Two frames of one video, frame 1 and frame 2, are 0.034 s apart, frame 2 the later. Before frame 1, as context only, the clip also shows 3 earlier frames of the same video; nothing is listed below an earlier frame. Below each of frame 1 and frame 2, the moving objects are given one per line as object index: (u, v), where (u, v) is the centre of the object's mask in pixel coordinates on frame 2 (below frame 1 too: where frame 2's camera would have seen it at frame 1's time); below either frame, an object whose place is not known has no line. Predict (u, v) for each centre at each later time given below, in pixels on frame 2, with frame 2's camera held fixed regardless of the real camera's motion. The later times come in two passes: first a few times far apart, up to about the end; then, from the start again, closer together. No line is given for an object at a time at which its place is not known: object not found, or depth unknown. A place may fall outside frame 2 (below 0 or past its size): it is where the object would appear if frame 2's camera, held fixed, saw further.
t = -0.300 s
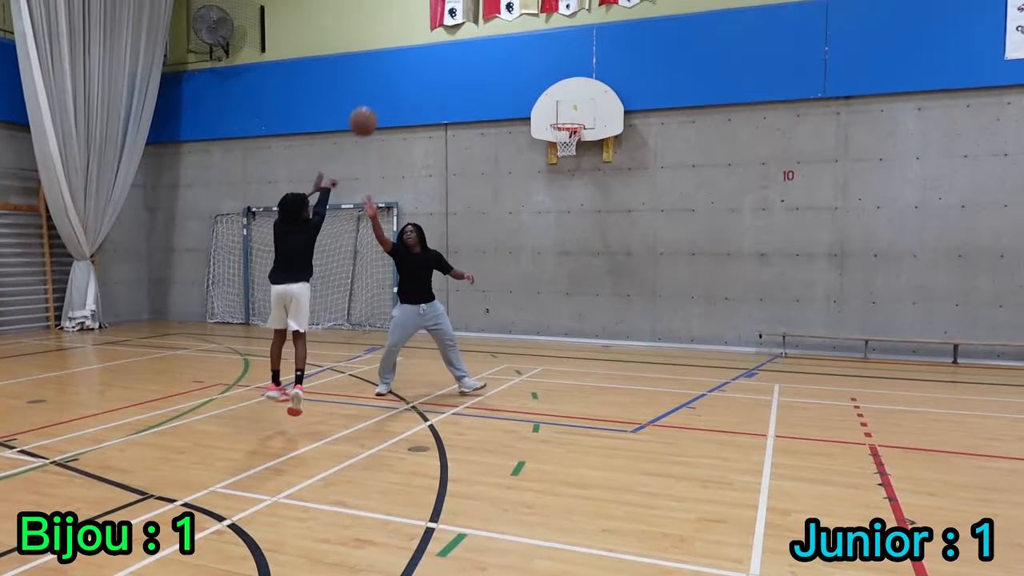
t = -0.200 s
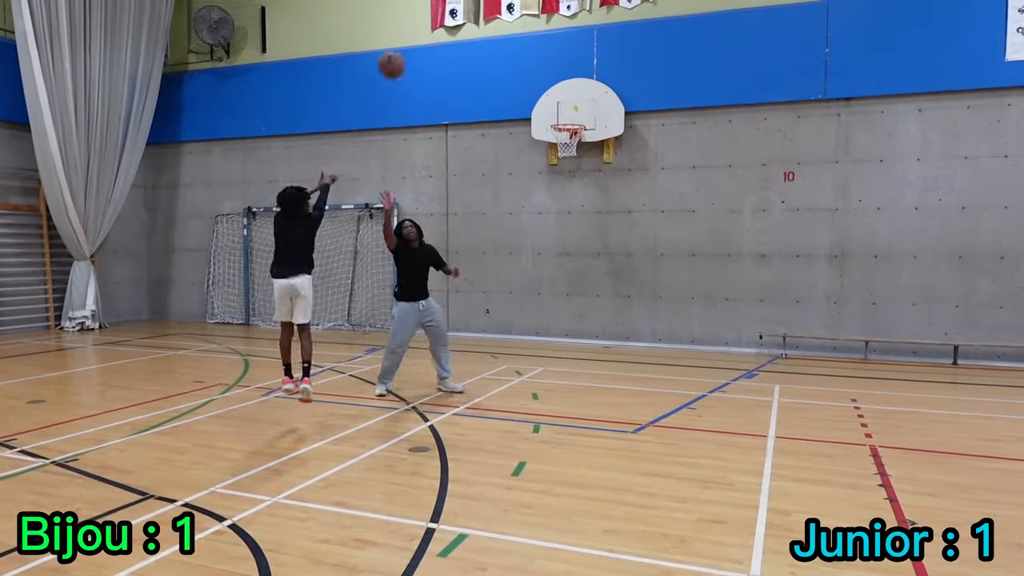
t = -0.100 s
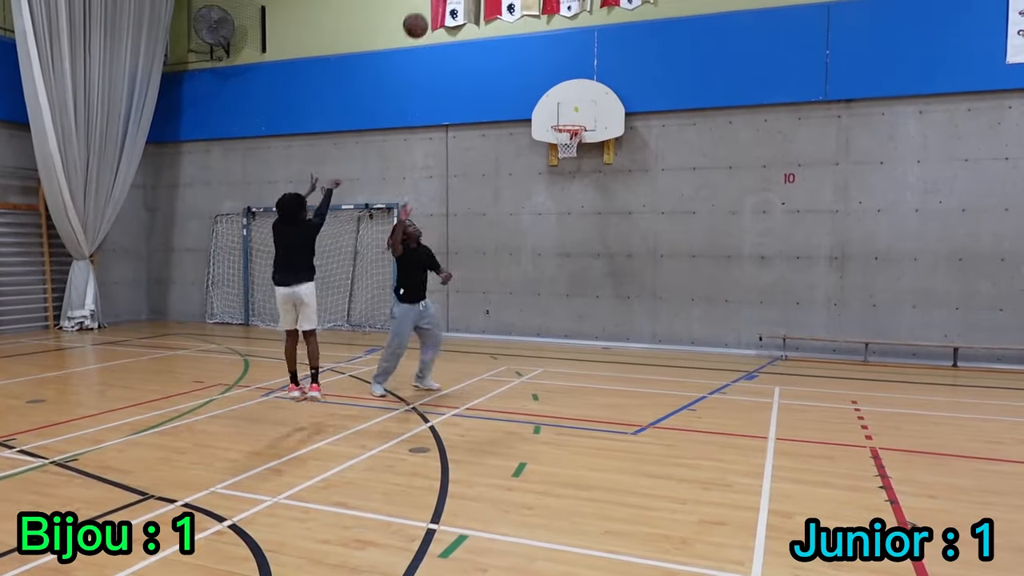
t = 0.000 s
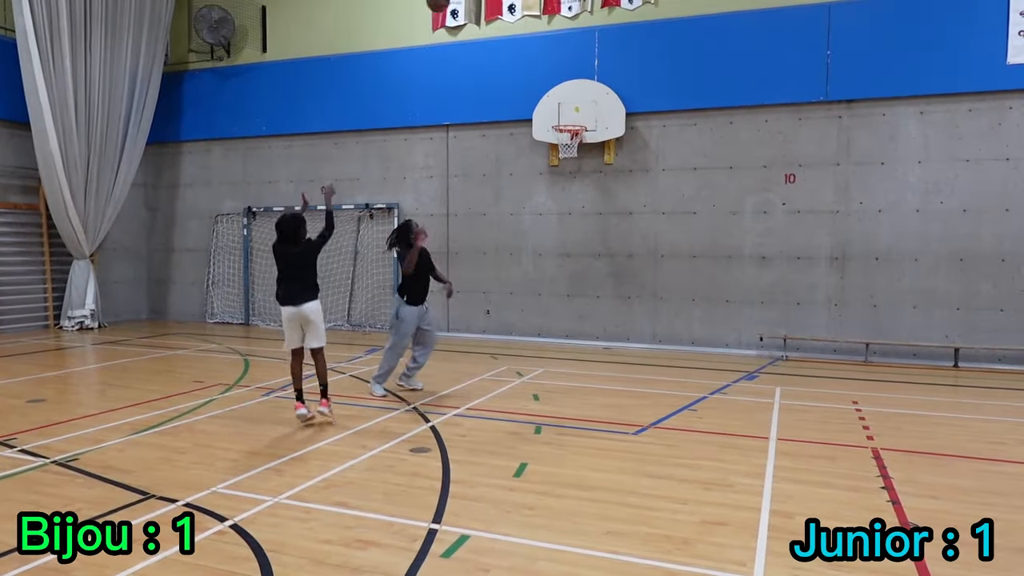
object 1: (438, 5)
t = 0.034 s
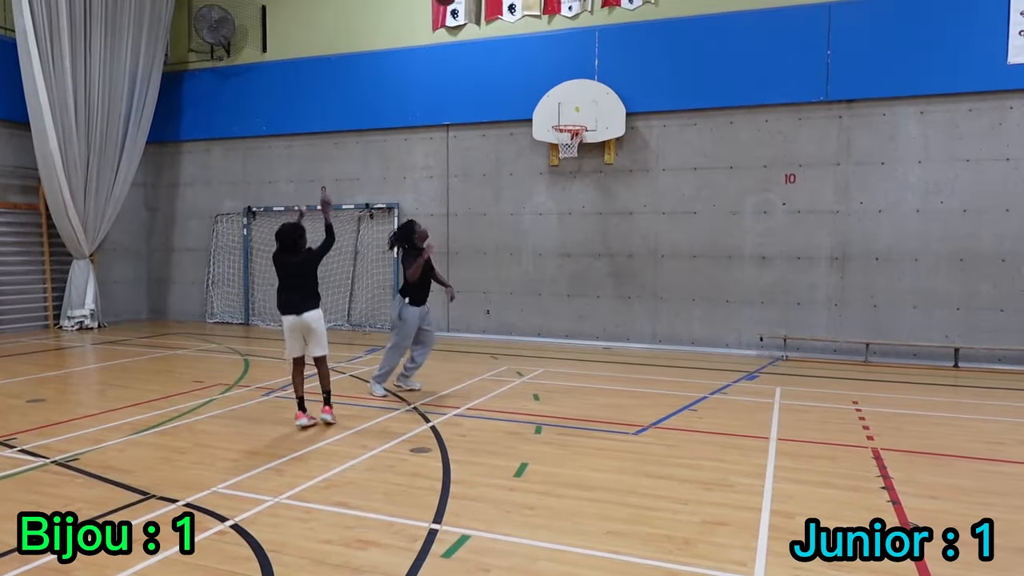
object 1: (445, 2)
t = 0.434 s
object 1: (510, 7)
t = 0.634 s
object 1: (534, 57)
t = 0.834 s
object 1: (551, 124)
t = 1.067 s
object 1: (515, 133)
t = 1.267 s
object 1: (477, 166)
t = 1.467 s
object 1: (436, 229)
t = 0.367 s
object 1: (501, 2)
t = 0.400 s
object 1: (506, 4)
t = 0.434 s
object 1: (510, 7)
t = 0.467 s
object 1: (514, 14)
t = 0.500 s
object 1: (519, 21)
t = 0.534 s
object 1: (523, 30)
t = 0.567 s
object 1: (527, 38)
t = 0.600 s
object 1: (530, 47)
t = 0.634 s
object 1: (534, 57)
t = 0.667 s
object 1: (537, 68)
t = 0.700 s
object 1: (540, 79)
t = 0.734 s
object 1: (543, 90)
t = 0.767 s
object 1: (547, 102)
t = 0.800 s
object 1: (550, 114)
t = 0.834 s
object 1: (551, 124)
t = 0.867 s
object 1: (549, 126)
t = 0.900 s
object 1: (546, 128)
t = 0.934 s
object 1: (540, 127)
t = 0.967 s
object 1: (534, 128)
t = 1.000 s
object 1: (528, 129)
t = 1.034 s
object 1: (522, 130)
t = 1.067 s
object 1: (515, 133)
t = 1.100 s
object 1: (509, 137)
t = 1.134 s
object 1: (502, 141)
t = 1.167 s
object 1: (496, 146)
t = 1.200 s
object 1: (489, 152)
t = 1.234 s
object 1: (483, 159)
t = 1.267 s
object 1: (477, 166)
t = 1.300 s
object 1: (470, 174)
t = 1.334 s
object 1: (463, 184)
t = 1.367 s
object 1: (457, 194)
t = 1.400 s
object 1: (450, 205)
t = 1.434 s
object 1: (443, 217)
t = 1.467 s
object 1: (436, 229)
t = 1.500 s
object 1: (429, 243)
